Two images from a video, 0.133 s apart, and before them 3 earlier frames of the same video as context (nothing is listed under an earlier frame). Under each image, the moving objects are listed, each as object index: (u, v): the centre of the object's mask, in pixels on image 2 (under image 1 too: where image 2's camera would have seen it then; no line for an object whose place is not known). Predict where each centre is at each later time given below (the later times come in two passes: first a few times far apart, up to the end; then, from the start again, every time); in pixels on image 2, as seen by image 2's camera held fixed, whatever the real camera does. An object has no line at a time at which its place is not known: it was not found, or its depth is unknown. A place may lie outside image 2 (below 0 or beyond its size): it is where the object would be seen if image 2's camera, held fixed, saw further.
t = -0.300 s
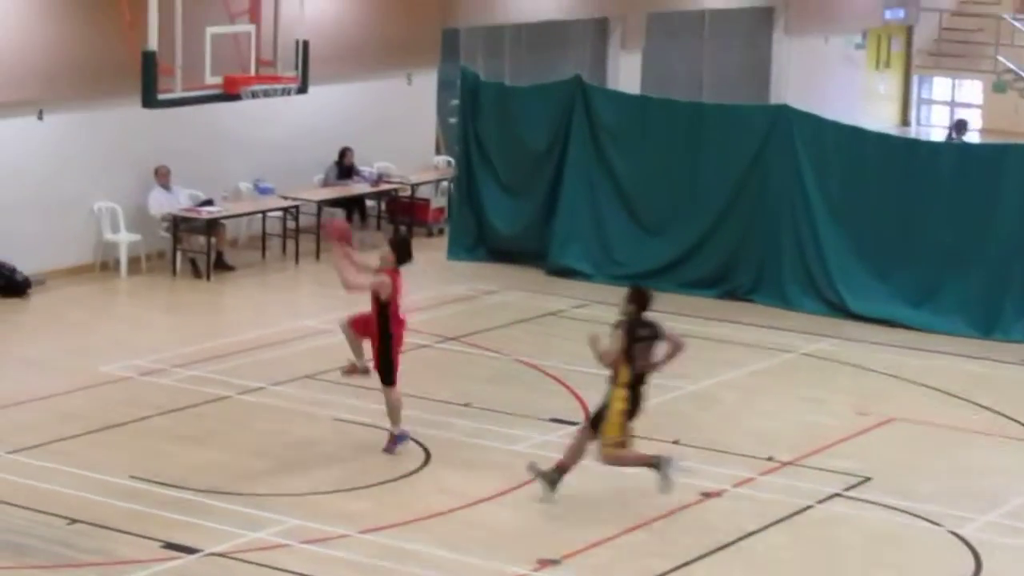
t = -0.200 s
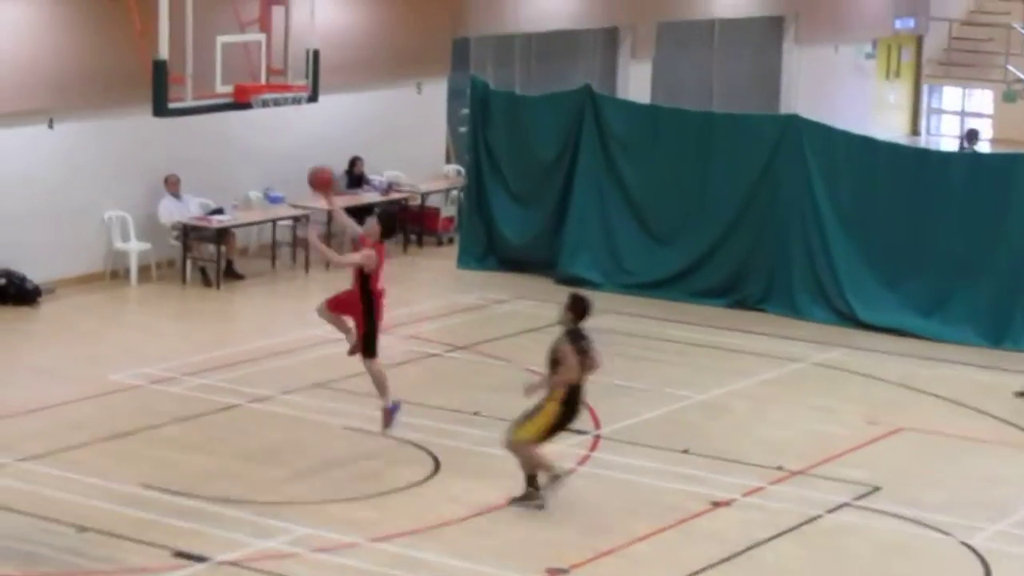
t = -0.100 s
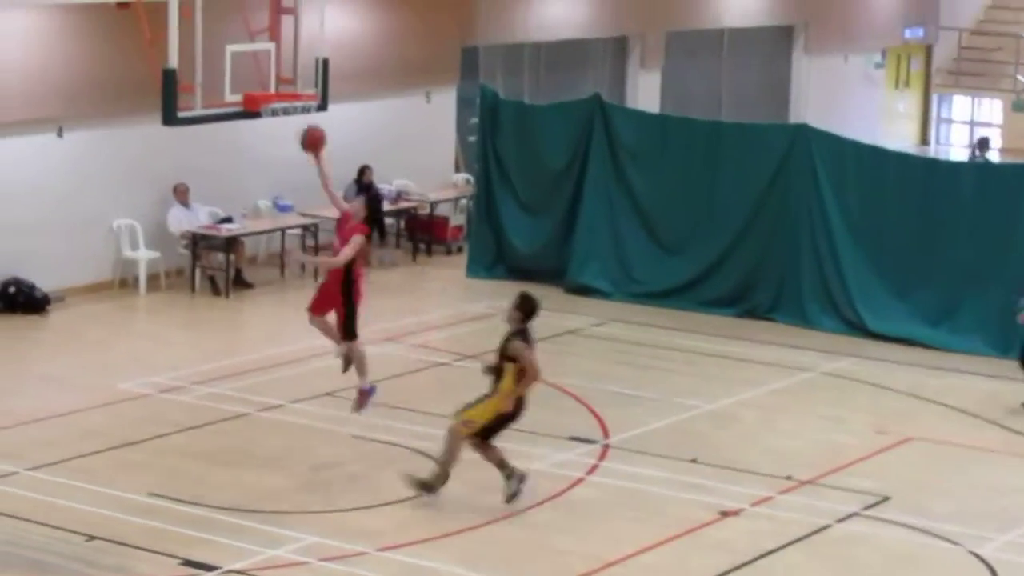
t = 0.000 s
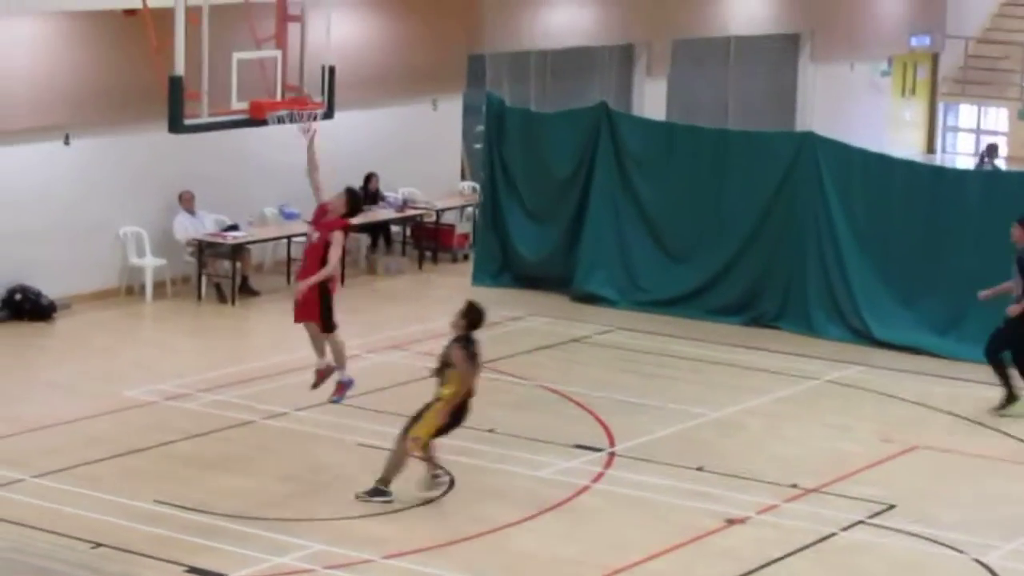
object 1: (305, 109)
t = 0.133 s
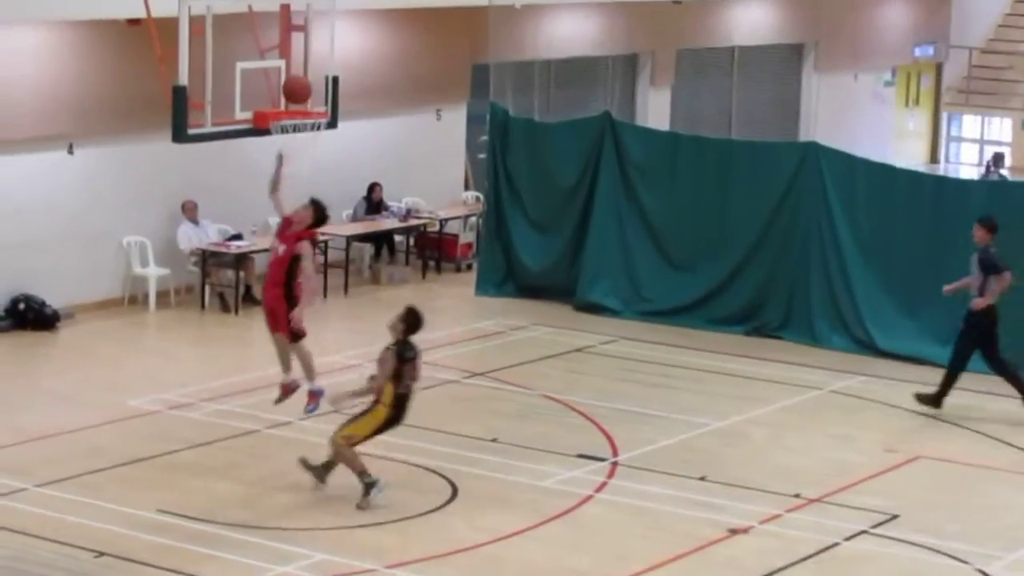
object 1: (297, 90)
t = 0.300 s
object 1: (297, 90)
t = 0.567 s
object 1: (296, 155)
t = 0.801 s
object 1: (296, 245)
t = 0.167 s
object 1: (297, 87)
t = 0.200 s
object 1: (297, 86)
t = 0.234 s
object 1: (297, 86)
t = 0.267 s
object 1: (296, 87)
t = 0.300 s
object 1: (297, 90)
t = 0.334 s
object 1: (297, 94)
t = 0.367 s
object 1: (297, 99)
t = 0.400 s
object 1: (297, 103)
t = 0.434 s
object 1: (295, 104)
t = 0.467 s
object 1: (295, 129)
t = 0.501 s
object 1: (296, 135)
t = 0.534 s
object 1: (296, 146)
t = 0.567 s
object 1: (296, 155)
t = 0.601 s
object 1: (296, 165)
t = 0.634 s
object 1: (296, 175)
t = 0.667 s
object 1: (296, 187)
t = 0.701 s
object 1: (296, 199)
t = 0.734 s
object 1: (296, 214)
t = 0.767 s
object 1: (296, 229)
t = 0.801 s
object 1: (296, 245)
